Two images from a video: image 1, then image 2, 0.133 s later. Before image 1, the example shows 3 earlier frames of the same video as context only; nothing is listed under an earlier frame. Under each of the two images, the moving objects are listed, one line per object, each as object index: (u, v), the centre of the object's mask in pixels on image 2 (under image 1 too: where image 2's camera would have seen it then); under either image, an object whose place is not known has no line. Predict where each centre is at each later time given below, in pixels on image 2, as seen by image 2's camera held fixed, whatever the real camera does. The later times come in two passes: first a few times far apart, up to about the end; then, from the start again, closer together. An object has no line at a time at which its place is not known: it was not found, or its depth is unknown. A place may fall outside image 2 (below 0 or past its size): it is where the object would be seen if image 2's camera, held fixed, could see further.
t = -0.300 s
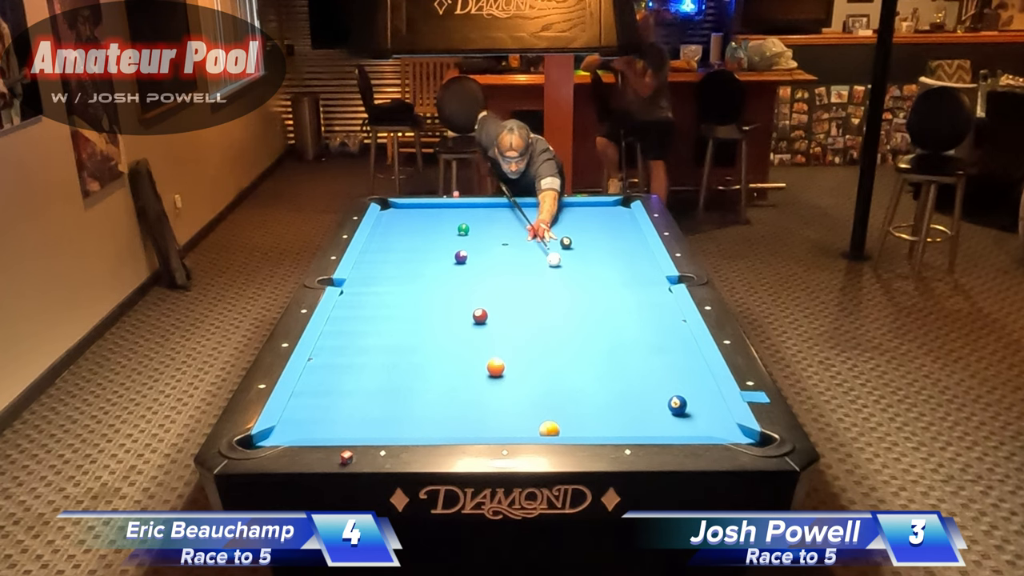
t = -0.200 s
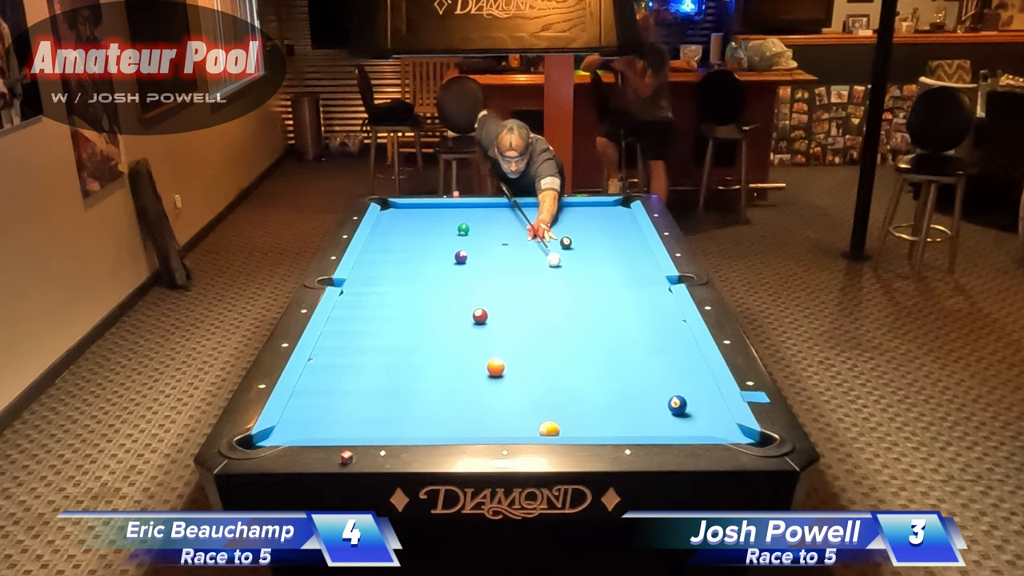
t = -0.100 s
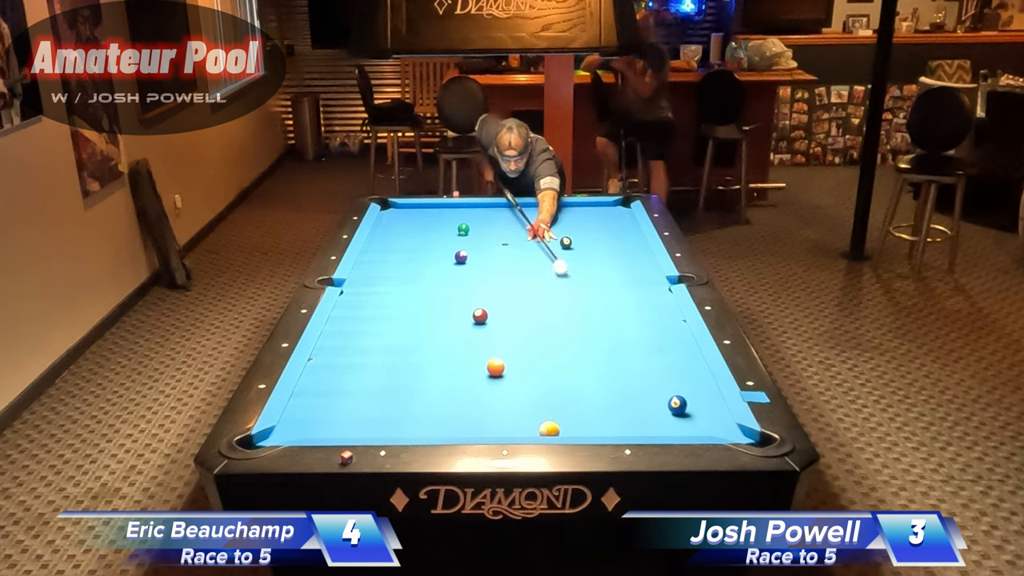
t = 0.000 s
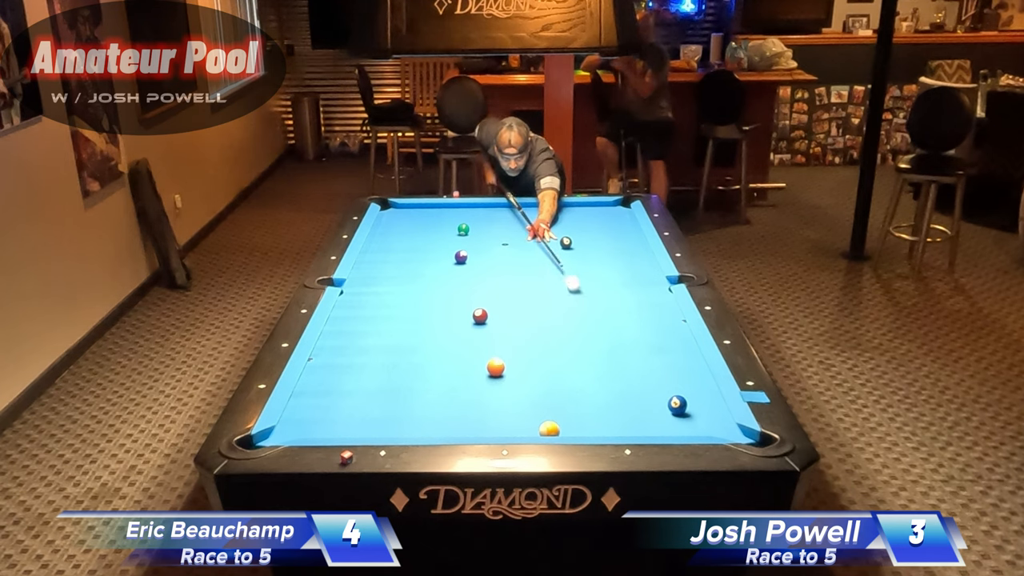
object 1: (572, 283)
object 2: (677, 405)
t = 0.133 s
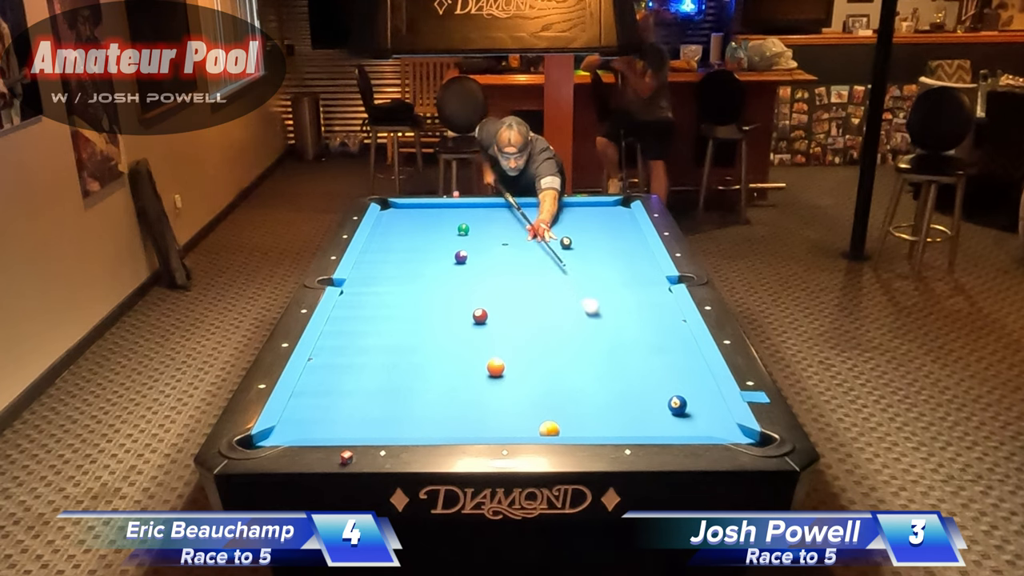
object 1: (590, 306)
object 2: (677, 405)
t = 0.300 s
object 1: (616, 339)
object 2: (677, 405)
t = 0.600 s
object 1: (652, 402)
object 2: (703, 417)
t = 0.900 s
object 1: (623, 427)
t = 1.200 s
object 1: (599, 406)
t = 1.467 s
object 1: (581, 389)
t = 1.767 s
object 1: (563, 372)
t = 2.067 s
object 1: (547, 357)
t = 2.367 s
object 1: (534, 344)
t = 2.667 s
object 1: (522, 333)
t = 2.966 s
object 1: (511, 323)
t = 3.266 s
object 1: (501, 315)
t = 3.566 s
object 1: (493, 307)
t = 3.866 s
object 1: (486, 300)
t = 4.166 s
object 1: (479, 294)
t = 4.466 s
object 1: (473, 290)
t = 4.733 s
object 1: (469, 286)
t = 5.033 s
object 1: (465, 282)
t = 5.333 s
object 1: (462, 279)
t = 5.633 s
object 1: (459, 277)
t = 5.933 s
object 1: (457, 275)
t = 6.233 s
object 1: (456, 274)
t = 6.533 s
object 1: (455, 273)
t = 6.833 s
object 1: (455, 273)
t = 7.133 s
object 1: (455, 273)
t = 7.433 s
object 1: (455, 273)
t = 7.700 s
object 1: (455, 273)
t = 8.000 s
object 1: (455, 273)
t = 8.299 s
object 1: (455, 273)
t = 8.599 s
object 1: (455, 273)
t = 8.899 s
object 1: (455, 273)
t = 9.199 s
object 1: (455, 273)
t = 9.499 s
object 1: (455, 273)
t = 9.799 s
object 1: (455, 273)
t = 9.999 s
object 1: (455, 273)
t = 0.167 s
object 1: (595, 312)
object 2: (677, 405)
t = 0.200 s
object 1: (600, 319)
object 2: (677, 405)
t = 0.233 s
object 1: (605, 325)
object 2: (677, 405)
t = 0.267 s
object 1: (611, 332)
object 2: (677, 405)
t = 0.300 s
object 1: (616, 339)
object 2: (677, 405)
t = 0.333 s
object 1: (622, 346)
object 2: (677, 405)
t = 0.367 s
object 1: (628, 353)
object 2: (677, 405)
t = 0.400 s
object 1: (634, 361)
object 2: (677, 405)
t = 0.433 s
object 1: (640, 369)
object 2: (677, 405)
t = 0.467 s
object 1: (647, 378)
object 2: (678, 405)
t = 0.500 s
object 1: (654, 386)
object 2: (677, 405)
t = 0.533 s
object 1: (661, 395)
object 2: (677, 405)
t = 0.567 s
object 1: (657, 400)
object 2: (689, 411)
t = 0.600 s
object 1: (652, 402)
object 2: (703, 417)
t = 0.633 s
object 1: (648, 406)
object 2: (716, 425)
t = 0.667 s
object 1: (644, 410)
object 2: (727, 429)
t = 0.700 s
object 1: (641, 414)
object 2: (740, 433)
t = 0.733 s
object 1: (638, 418)
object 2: (752, 439)
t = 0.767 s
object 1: (635, 423)
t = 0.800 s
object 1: (632, 426)
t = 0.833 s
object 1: (629, 429)
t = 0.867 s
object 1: (626, 429)
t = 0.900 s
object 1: (623, 427)
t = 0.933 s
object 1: (620, 425)
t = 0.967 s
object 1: (618, 424)
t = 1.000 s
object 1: (615, 421)
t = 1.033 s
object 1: (612, 418)
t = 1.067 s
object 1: (609, 416)
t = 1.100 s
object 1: (607, 413)
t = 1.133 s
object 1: (604, 411)
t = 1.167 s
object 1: (602, 409)
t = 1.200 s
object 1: (599, 406)
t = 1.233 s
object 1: (597, 404)
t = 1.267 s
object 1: (595, 402)
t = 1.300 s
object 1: (593, 399)
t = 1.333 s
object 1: (590, 397)
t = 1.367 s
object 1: (588, 395)
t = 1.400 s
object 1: (586, 393)
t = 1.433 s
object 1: (583, 391)
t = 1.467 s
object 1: (581, 389)
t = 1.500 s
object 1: (579, 387)
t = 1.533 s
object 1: (577, 385)
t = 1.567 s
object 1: (575, 383)
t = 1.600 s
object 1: (573, 381)
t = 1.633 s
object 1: (571, 379)
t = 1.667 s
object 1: (569, 377)
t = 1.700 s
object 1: (567, 376)
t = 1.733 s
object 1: (565, 374)
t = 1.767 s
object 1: (563, 372)
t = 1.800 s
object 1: (561, 370)
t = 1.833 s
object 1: (560, 368)
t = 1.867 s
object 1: (558, 367)
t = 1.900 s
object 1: (556, 365)
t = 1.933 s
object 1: (555, 363)
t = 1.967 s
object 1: (553, 362)
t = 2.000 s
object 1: (551, 360)
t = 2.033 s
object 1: (549, 359)
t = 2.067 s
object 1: (547, 357)
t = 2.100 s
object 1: (546, 356)
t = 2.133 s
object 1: (544, 354)
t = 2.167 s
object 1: (543, 353)
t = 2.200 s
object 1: (541, 351)
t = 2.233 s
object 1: (540, 350)
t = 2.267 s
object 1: (538, 348)
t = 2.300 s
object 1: (537, 347)
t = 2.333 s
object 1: (535, 346)
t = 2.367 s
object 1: (534, 344)
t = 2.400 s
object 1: (532, 343)
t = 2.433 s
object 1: (531, 342)
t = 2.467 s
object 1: (529, 340)
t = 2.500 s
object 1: (528, 339)
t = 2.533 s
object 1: (526, 338)
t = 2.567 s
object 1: (525, 336)
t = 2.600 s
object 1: (524, 335)
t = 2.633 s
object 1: (523, 334)
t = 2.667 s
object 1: (522, 333)
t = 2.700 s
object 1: (520, 331)
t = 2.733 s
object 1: (519, 331)
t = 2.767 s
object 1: (518, 329)
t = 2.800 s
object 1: (516, 328)
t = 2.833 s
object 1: (515, 327)
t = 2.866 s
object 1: (514, 326)
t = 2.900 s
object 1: (513, 325)
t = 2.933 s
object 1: (512, 324)
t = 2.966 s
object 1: (511, 323)
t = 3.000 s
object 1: (509, 322)
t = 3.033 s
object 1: (508, 321)
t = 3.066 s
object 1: (507, 320)
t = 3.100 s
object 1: (506, 319)
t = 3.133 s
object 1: (505, 318)
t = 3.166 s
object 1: (504, 318)
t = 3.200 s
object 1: (503, 317)
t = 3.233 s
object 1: (502, 315)
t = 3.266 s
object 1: (501, 315)
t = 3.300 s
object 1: (500, 314)
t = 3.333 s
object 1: (499, 313)
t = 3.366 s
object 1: (499, 312)
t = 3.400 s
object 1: (497, 311)
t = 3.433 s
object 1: (497, 310)
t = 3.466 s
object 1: (496, 310)
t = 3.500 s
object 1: (495, 308)
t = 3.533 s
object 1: (494, 307)
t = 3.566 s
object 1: (493, 307)
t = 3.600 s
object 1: (492, 306)
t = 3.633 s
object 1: (491, 305)
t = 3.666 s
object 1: (490, 304)
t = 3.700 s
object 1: (489, 304)
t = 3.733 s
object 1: (489, 303)
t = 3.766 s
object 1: (488, 302)
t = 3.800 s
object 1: (487, 302)
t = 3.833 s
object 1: (486, 301)
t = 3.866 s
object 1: (486, 300)
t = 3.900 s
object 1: (485, 300)
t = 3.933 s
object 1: (484, 299)
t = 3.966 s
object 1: (483, 298)
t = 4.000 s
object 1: (482, 297)
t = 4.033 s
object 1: (482, 297)
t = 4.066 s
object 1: (481, 296)
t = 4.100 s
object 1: (480, 296)
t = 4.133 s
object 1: (480, 295)
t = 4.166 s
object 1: (479, 294)
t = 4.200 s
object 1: (478, 294)
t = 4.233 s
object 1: (478, 293)
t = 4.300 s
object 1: (476, 292)
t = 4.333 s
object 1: (476, 292)
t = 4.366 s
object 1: (475, 291)
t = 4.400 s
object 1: (475, 290)
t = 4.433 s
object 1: (474, 290)
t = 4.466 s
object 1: (473, 290)
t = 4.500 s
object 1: (473, 289)
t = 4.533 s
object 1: (472, 289)
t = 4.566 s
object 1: (472, 288)
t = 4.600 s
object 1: (471, 288)
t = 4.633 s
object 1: (470, 287)
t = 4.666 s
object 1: (470, 287)
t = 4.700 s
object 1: (470, 286)
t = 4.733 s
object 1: (469, 286)
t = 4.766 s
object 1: (468, 285)
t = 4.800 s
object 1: (468, 285)
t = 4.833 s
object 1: (467, 284)
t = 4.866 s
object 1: (467, 284)
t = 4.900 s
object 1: (467, 284)
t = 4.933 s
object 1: (466, 283)
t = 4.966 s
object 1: (466, 283)
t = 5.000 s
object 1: (465, 282)
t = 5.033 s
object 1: (465, 282)
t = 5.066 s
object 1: (464, 281)
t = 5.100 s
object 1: (464, 281)
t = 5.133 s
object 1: (463, 281)
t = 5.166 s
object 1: (463, 281)
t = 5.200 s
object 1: (463, 280)
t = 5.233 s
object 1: (463, 280)
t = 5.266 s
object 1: (463, 280)
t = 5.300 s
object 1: (462, 279)
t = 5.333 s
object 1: (462, 279)
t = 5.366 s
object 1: (462, 279)
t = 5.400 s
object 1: (461, 278)
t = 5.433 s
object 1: (461, 278)
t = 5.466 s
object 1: (460, 278)
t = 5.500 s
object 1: (460, 278)
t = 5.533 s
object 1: (460, 278)
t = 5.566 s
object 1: (459, 277)
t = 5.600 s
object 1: (459, 277)
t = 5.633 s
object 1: (459, 277)
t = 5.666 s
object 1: (459, 276)
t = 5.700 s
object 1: (458, 276)
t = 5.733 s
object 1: (458, 276)
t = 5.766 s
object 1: (458, 276)
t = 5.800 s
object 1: (458, 276)
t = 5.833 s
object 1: (458, 275)
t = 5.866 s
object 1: (458, 275)
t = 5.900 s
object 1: (457, 275)
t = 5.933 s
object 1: (457, 275)
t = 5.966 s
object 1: (457, 275)
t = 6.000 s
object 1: (457, 274)
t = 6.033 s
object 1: (457, 274)
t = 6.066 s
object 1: (456, 274)
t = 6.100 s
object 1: (456, 274)
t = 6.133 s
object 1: (456, 274)
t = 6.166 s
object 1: (456, 274)
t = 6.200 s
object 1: (456, 274)
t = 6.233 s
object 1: (456, 274)
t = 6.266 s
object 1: (456, 274)
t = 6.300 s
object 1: (455, 274)
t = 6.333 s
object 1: (455, 273)
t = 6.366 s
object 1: (455, 273)
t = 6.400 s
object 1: (455, 273)
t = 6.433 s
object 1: (455, 273)
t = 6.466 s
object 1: (455, 273)
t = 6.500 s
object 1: (455, 273)
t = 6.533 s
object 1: (455, 273)
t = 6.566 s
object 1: (455, 273)
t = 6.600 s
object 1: (455, 273)
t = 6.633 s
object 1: (455, 273)
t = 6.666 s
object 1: (455, 273)
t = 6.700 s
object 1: (455, 273)
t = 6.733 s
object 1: (455, 273)
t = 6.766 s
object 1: (455, 273)
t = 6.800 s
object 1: (455, 273)
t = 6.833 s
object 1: (455, 273)
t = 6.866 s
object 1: (455, 273)
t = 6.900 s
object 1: (455, 273)
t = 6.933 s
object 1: (455, 273)
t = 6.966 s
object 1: (455, 273)
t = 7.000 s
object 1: (455, 273)
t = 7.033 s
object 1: (455, 273)
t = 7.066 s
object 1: (455, 273)
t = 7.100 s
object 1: (455, 273)
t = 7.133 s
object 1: (455, 273)
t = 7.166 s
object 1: (455, 273)
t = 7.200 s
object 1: (455, 273)
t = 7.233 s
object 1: (455, 273)
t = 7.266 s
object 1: (455, 273)
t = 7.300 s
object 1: (455, 273)
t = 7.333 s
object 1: (455, 273)
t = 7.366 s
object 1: (455, 273)
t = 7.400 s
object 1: (455, 273)
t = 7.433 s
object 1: (455, 273)
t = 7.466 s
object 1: (455, 273)
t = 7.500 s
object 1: (455, 273)
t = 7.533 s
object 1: (455, 273)
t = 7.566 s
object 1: (455, 273)
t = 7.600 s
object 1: (455, 273)
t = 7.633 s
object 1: (455, 273)
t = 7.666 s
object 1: (455, 273)
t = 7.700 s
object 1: (455, 273)
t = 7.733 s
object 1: (455, 273)
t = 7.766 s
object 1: (455, 273)
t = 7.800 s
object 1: (455, 273)
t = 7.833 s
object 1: (455, 273)
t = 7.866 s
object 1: (455, 273)
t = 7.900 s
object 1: (455, 273)
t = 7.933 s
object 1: (455, 273)
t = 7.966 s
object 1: (455, 273)
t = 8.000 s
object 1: (455, 273)
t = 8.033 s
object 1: (455, 273)
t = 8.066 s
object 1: (455, 273)
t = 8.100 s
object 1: (455, 273)
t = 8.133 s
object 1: (455, 273)
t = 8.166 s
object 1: (455, 273)
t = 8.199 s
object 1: (455, 273)
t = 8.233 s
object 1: (455, 273)
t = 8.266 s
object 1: (455, 273)
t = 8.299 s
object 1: (455, 273)
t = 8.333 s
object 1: (455, 273)
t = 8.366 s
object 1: (455, 273)
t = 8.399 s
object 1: (455, 273)
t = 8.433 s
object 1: (455, 273)
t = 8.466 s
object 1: (455, 273)
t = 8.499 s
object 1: (455, 273)
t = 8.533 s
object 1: (455, 273)
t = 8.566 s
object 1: (455, 273)
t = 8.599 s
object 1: (455, 273)
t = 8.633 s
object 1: (455, 273)
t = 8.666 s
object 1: (455, 273)
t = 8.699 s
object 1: (455, 273)
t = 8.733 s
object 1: (455, 273)
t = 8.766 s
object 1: (455, 273)
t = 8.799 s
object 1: (455, 273)
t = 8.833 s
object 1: (455, 273)
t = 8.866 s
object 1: (455, 273)
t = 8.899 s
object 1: (455, 273)
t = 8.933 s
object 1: (455, 273)
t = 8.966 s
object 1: (455, 273)
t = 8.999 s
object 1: (455, 273)
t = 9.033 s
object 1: (455, 273)
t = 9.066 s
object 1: (455, 273)
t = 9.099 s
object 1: (455, 273)
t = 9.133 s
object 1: (455, 273)
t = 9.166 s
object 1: (455, 273)
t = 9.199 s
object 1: (455, 273)
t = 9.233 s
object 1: (455, 273)
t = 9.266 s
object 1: (455, 273)
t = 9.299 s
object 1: (455, 273)
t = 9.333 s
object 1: (455, 273)
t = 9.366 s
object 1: (455, 273)
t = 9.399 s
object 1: (455, 273)
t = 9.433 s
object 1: (455, 273)
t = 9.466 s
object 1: (455, 273)
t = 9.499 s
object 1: (455, 273)
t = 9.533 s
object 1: (455, 273)
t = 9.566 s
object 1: (455, 273)
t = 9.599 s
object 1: (455, 273)
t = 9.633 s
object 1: (455, 273)
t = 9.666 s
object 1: (455, 273)
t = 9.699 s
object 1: (455, 273)
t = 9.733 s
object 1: (455, 273)
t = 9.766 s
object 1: (455, 273)
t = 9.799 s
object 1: (455, 273)
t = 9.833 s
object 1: (455, 273)
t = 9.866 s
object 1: (455, 273)
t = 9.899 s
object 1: (455, 273)
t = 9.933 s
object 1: (455, 273)
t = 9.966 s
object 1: (455, 273)
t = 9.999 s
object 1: (455, 273)
